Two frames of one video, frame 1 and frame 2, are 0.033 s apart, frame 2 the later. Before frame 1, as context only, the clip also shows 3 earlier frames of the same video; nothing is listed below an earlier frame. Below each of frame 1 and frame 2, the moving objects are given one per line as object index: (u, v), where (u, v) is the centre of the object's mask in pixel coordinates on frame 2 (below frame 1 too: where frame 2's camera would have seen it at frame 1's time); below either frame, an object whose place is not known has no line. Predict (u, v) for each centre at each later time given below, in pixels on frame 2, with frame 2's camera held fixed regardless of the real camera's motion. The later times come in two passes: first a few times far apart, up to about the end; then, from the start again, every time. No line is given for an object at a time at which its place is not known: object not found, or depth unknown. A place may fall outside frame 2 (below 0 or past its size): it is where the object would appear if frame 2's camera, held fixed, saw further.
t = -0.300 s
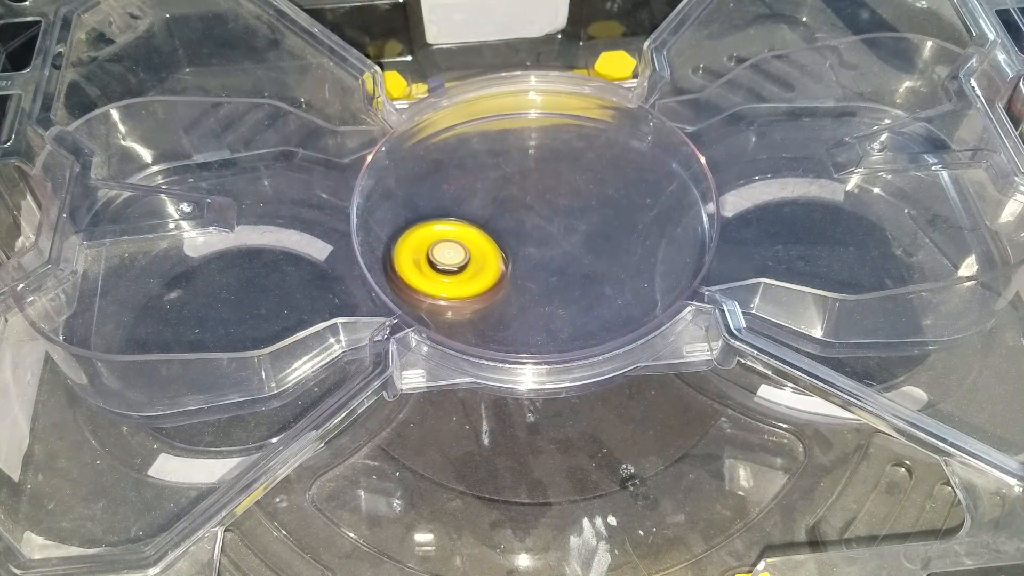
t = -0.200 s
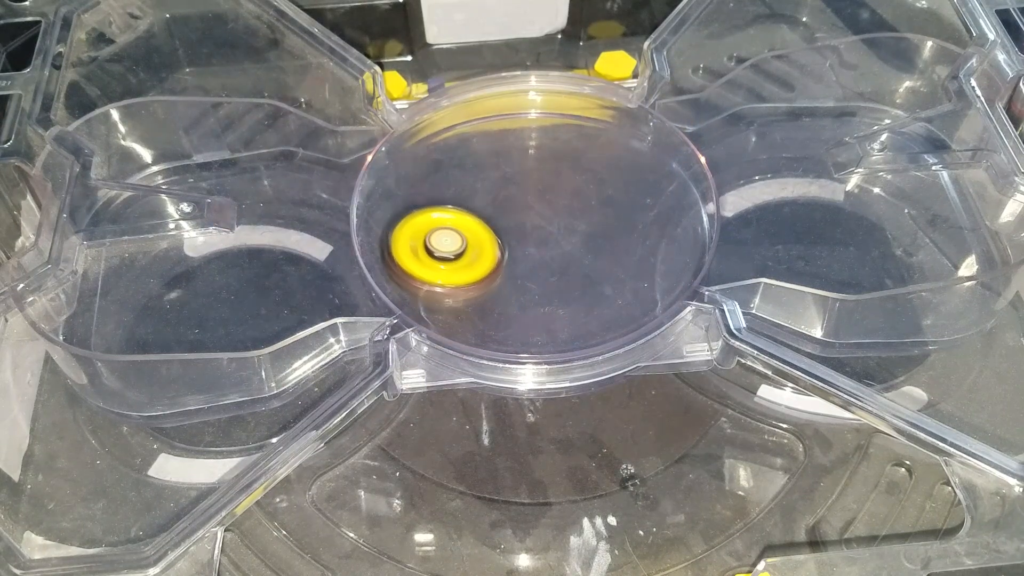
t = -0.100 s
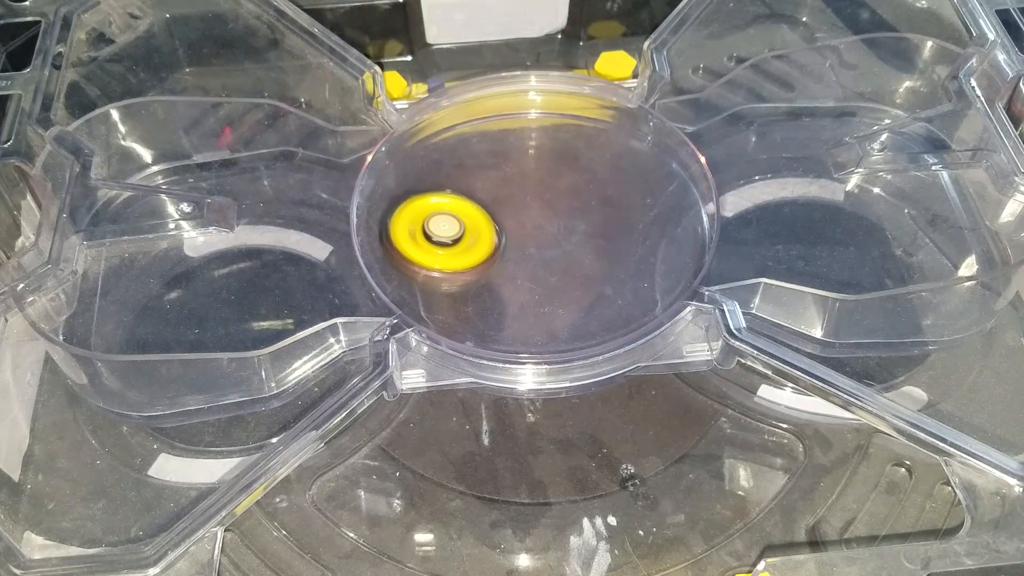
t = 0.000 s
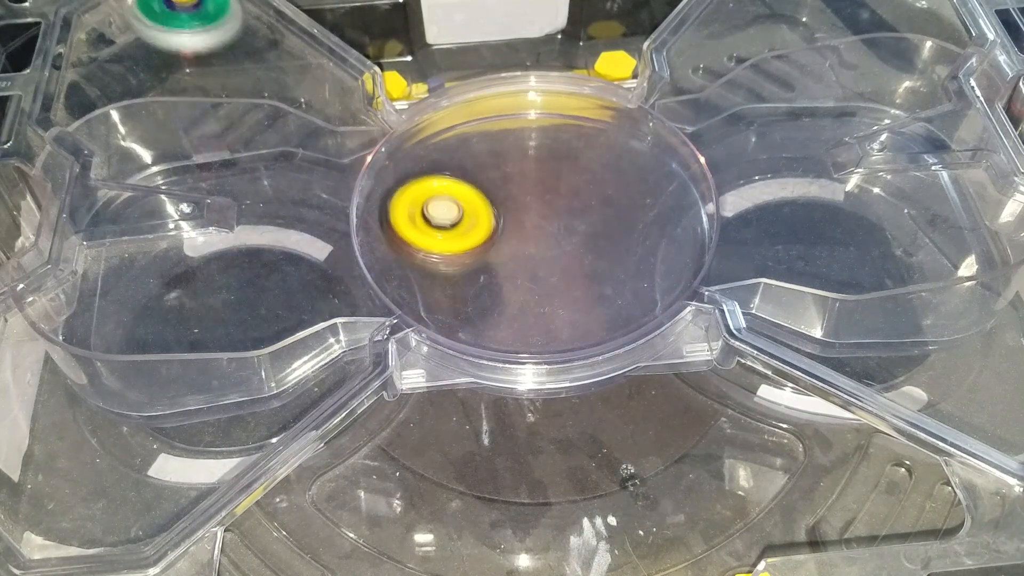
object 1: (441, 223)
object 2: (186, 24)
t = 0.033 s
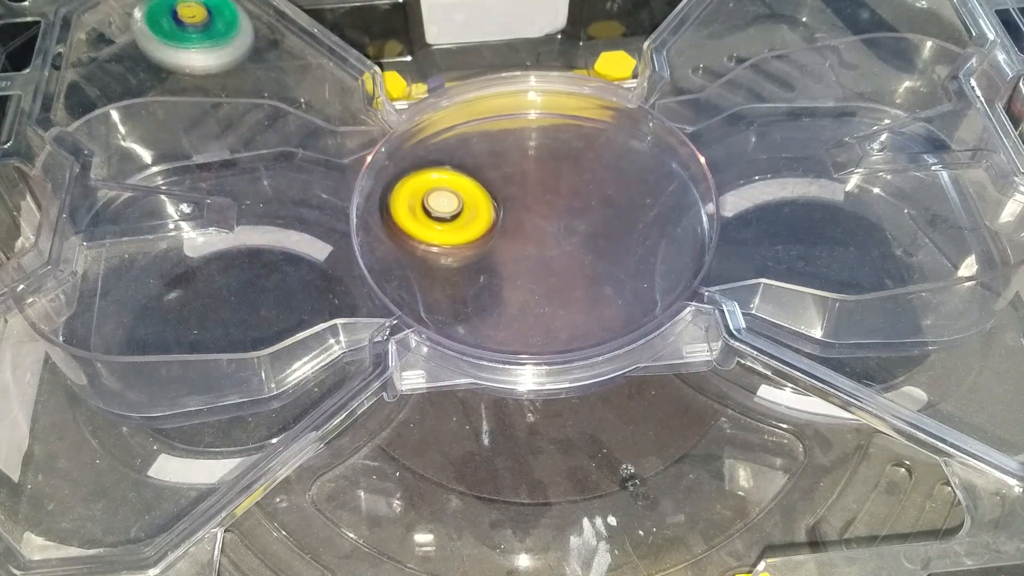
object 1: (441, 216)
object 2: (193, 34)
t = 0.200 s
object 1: (441, 182)
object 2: (238, 101)
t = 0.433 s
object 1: (445, 145)
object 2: (269, 119)
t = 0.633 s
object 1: (459, 127)
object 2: (310, 128)
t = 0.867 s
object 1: (482, 112)
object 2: (380, 165)
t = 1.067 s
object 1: (531, 78)
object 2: (437, 213)
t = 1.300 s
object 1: (549, 71)
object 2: (538, 223)
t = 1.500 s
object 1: (558, 81)
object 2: (605, 208)
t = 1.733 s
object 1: (573, 102)
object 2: (650, 196)
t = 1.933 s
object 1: (392, 144)
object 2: (588, 294)
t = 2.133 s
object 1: (431, 221)
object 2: (594, 297)
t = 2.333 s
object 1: (481, 235)
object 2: (647, 259)
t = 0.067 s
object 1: (442, 207)
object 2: (202, 47)
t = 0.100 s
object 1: (441, 201)
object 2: (211, 64)
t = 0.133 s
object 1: (441, 196)
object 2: (220, 79)
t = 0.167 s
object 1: (441, 188)
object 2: (229, 91)
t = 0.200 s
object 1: (441, 182)
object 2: (238, 101)
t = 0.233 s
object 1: (441, 176)
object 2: (245, 109)
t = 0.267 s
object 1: (441, 170)
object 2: (252, 114)
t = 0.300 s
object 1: (441, 164)
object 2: (256, 117)
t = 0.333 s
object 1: (442, 159)
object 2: (259, 118)
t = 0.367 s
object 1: (443, 154)
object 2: (262, 119)
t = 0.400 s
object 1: (444, 150)
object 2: (265, 119)
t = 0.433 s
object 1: (445, 145)
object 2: (269, 119)
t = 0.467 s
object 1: (447, 141)
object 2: (274, 120)
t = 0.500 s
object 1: (449, 137)
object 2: (279, 121)
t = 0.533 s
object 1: (451, 134)
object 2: (286, 122)
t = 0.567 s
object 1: (453, 131)
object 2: (294, 123)
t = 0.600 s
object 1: (456, 129)
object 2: (301, 125)
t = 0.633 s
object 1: (459, 127)
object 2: (310, 128)
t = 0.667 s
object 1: (462, 124)
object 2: (318, 130)
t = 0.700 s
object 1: (466, 123)
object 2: (327, 133)
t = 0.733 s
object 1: (470, 120)
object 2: (335, 136)
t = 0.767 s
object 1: (473, 118)
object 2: (344, 139)
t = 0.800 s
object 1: (476, 116)
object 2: (354, 143)
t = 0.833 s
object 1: (479, 113)
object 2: (365, 151)
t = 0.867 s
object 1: (482, 112)
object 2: (380, 165)
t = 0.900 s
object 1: (486, 110)
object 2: (394, 172)
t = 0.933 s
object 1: (490, 108)
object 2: (407, 178)
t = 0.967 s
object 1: (505, 97)
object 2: (407, 191)
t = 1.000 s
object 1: (517, 89)
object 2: (413, 201)
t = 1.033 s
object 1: (525, 84)
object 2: (422, 208)
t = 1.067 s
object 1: (531, 78)
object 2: (437, 213)
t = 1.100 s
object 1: (535, 75)
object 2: (451, 217)
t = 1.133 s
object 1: (539, 72)
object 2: (466, 219)
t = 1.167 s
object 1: (541, 71)
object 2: (481, 222)
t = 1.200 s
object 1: (544, 70)
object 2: (496, 223)
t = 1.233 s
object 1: (546, 70)
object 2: (510, 224)
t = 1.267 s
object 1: (547, 70)
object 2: (524, 223)
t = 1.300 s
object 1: (549, 71)
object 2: (538, 223)
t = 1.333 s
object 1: (550, 71)
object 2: (551, 221)
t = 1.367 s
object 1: (552, 73)
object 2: (564, 219)
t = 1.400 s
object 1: (553, 75)
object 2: (576, 217)
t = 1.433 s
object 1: (554, 77)
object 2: (586, 214)
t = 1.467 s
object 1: (556, 79)
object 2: (596, 211)
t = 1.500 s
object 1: (558, 81)
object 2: (605, 208)
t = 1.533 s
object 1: (561, 83)
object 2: (614, 204)
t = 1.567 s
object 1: (564, 86)
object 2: (621, 201)
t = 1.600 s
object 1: (565, 89)
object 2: (627, 197)
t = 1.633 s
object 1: (568, 92)
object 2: (633, 194)
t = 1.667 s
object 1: (570, 97)
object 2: (637, 190)
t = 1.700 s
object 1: (572, 101)
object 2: (641, 187)
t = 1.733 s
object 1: (573, 102)
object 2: (650, 196)
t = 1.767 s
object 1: (546, 59)
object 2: (691, 241)
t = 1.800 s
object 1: (506, 63)
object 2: (673, 241)
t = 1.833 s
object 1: (463, 91)
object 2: (646, 257)
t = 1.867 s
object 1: (433, 108)
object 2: (618, 282)
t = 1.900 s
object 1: (408, 127)
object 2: (599, 288)
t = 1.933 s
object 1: (392, 144)
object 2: (588, 294)
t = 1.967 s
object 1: (386, 159)
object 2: (582, 300)
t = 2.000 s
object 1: (388, 173)
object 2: (582, 305)
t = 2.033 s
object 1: (394, 186)
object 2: (587, 309)
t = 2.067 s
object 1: (404, 199)
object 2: (588, 304)
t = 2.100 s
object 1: (417, 211)
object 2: (591, 300)
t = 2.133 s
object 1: (431, 221)
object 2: (594, 297)
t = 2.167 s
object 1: (445, 229)
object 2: (600, 294)
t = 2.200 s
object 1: (459, 237)
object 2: (607, 294)
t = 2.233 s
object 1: (474, 243)
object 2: (613, 296)
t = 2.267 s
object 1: (489, 248)
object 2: (619, 295)
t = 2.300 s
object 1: (498, 249)
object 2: (629, 291)
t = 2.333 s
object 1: (481, 235)
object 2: (647, 259)
